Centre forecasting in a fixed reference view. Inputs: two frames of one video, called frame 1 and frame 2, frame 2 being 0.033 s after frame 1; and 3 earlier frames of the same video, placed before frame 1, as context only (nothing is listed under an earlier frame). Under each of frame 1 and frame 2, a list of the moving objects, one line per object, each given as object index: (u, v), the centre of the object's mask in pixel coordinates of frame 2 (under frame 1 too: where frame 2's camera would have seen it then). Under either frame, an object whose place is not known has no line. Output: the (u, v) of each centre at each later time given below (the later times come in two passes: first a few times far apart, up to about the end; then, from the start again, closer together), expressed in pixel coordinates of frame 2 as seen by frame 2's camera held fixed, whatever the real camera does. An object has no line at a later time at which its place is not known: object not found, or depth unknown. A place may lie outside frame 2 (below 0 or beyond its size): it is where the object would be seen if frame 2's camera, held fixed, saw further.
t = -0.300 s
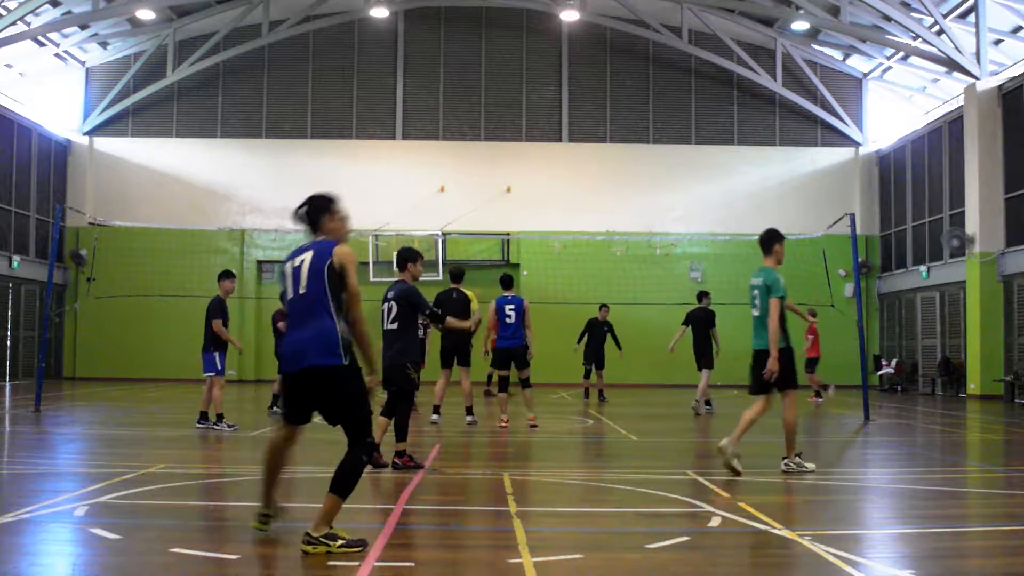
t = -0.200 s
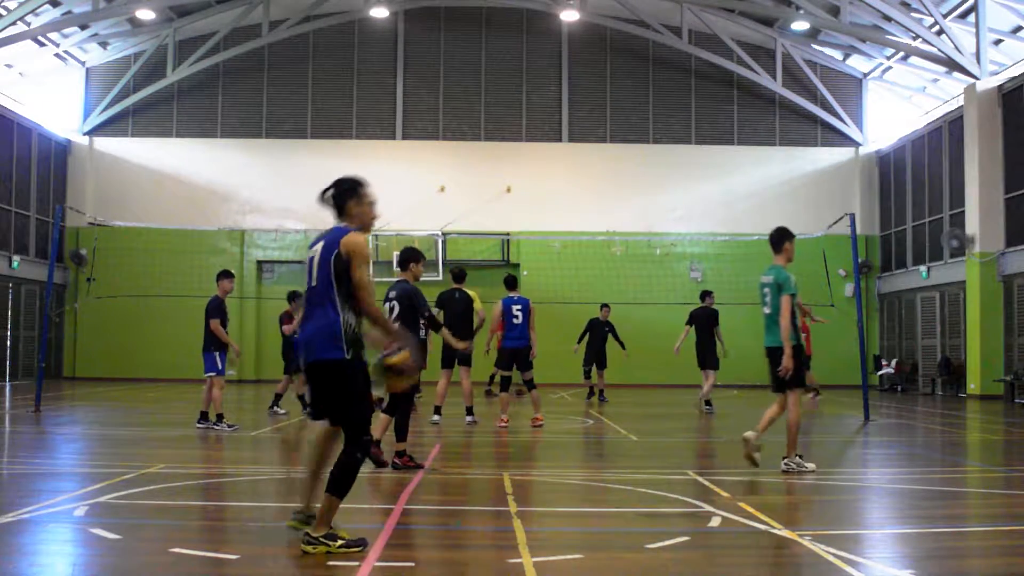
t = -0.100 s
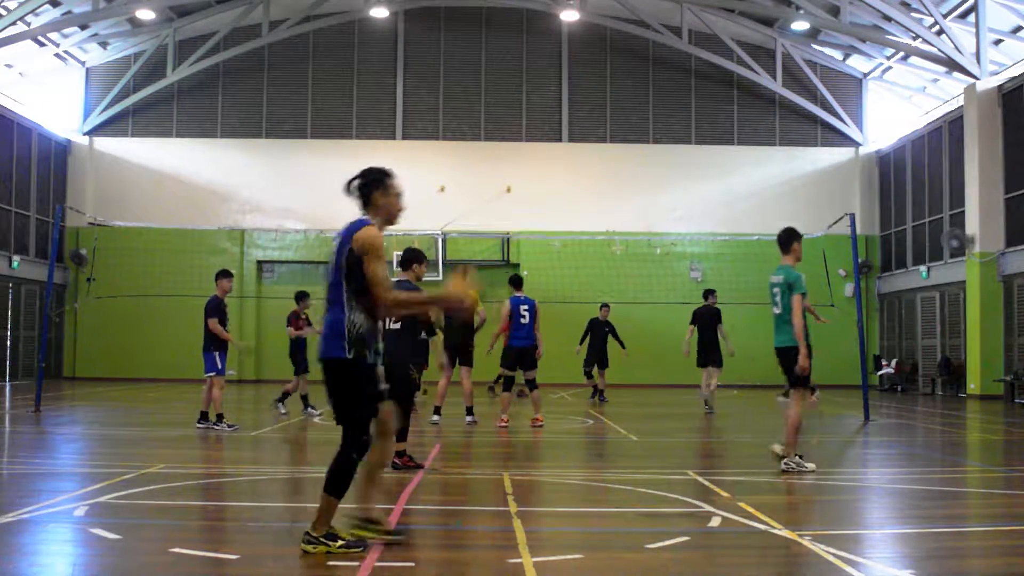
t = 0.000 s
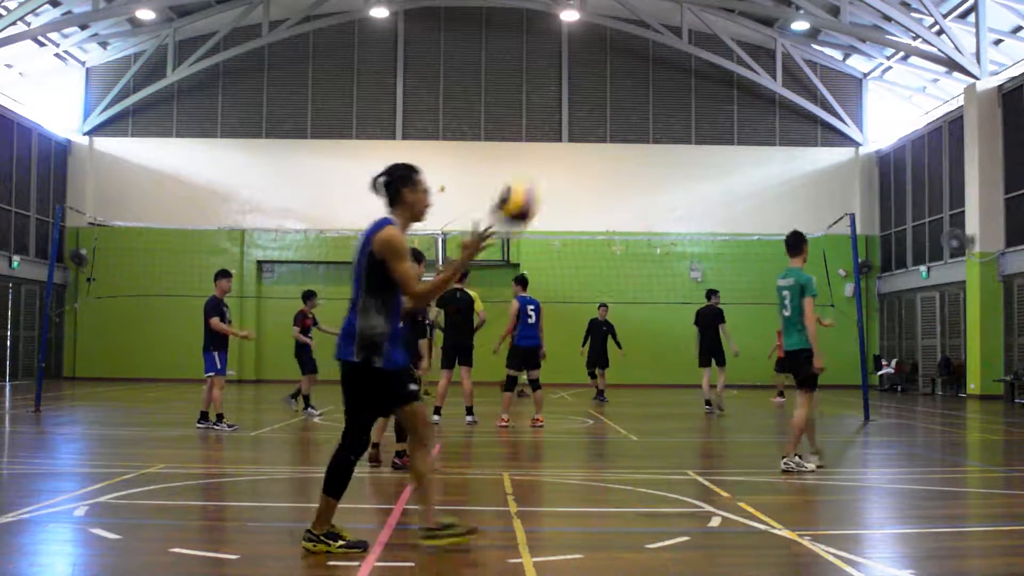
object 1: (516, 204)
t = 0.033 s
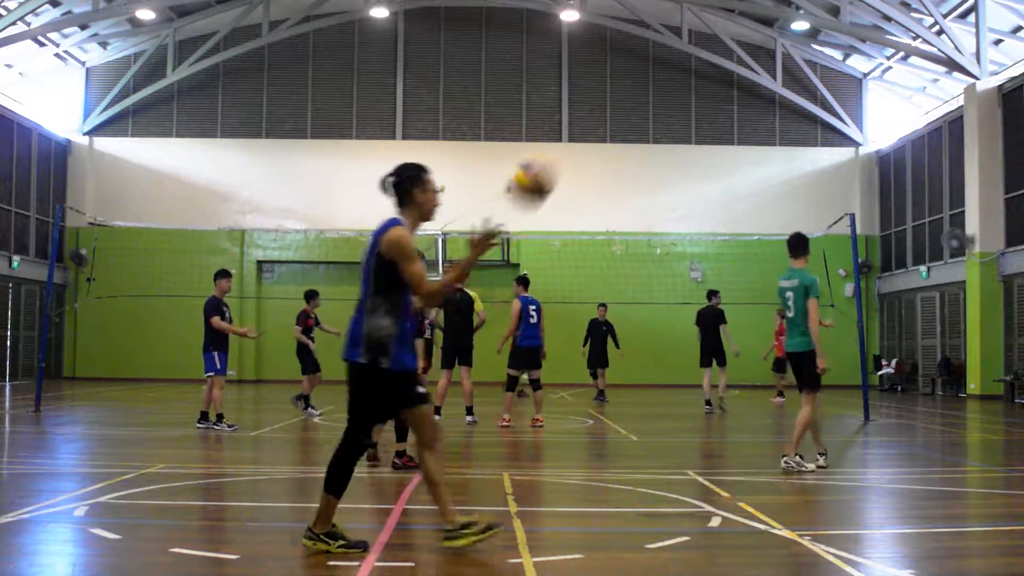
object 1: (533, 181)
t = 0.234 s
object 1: (634, 72)
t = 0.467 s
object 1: (748, 43)
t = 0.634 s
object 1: (827, 90)
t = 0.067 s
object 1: (550, 157)
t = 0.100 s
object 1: (568, 135)
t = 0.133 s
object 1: (583, 114)
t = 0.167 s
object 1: (601, 97)
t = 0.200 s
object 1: (615, 84)
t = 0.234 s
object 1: (634, 72)
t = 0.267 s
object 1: (650, 63)
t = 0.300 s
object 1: (663, 54)
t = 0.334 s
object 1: (682, 47)
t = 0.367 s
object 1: (697, 46)
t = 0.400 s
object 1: (718, 42)
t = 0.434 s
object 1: (730, 43)
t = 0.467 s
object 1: (748, 43)
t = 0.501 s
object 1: (762, 49)
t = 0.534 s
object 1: (780, 56)
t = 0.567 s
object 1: (796, 64)
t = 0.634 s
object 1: (827, 90)
